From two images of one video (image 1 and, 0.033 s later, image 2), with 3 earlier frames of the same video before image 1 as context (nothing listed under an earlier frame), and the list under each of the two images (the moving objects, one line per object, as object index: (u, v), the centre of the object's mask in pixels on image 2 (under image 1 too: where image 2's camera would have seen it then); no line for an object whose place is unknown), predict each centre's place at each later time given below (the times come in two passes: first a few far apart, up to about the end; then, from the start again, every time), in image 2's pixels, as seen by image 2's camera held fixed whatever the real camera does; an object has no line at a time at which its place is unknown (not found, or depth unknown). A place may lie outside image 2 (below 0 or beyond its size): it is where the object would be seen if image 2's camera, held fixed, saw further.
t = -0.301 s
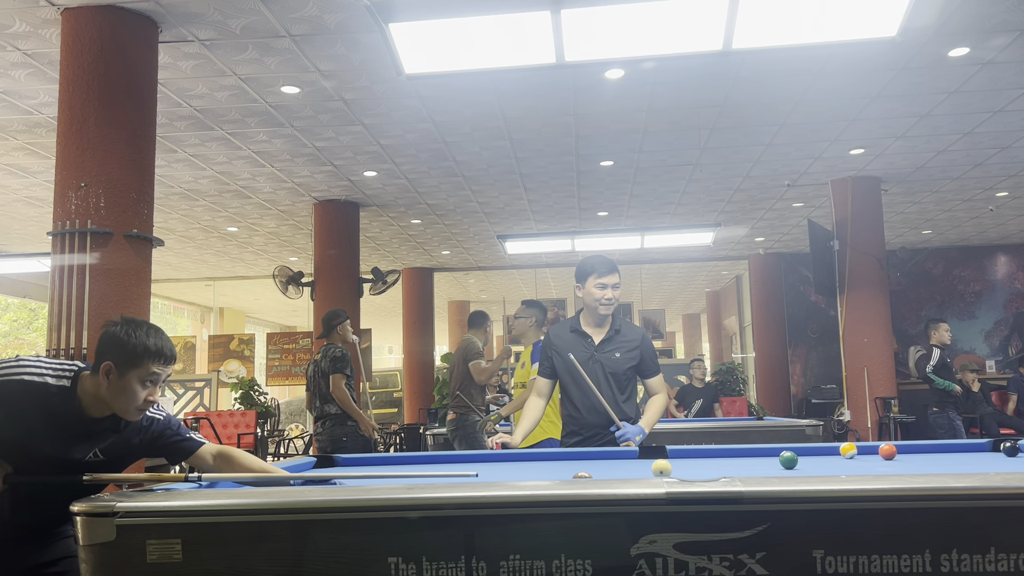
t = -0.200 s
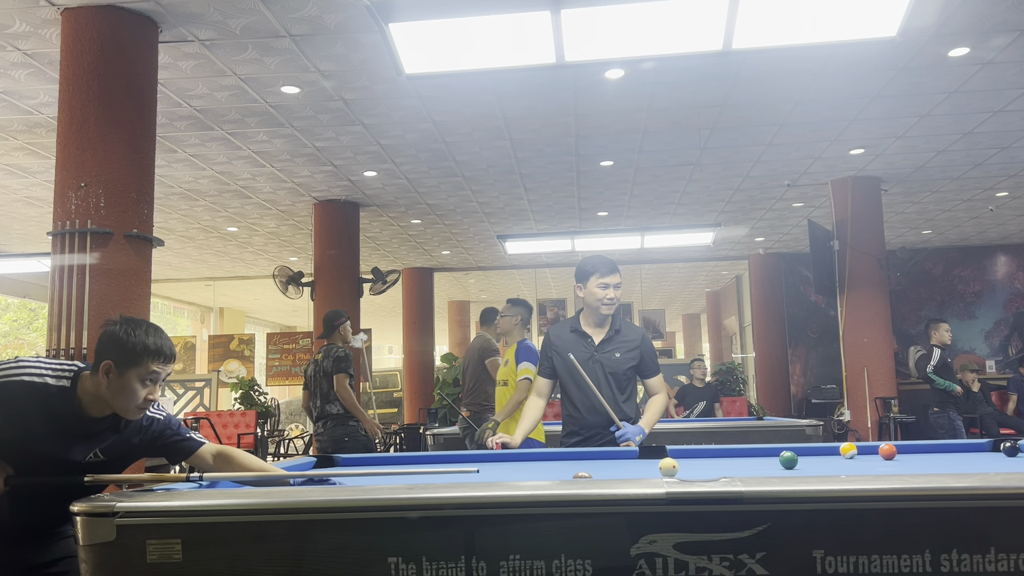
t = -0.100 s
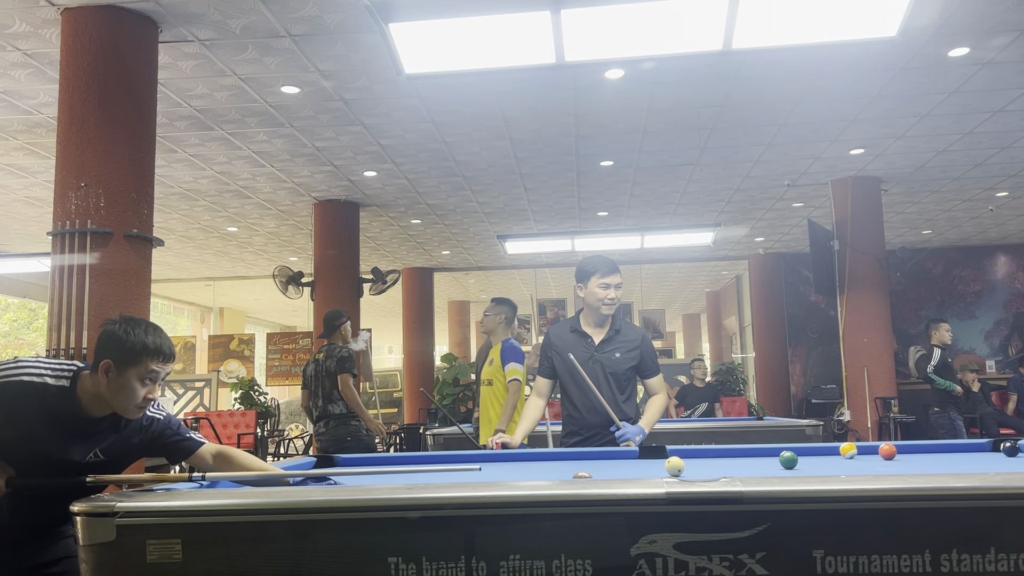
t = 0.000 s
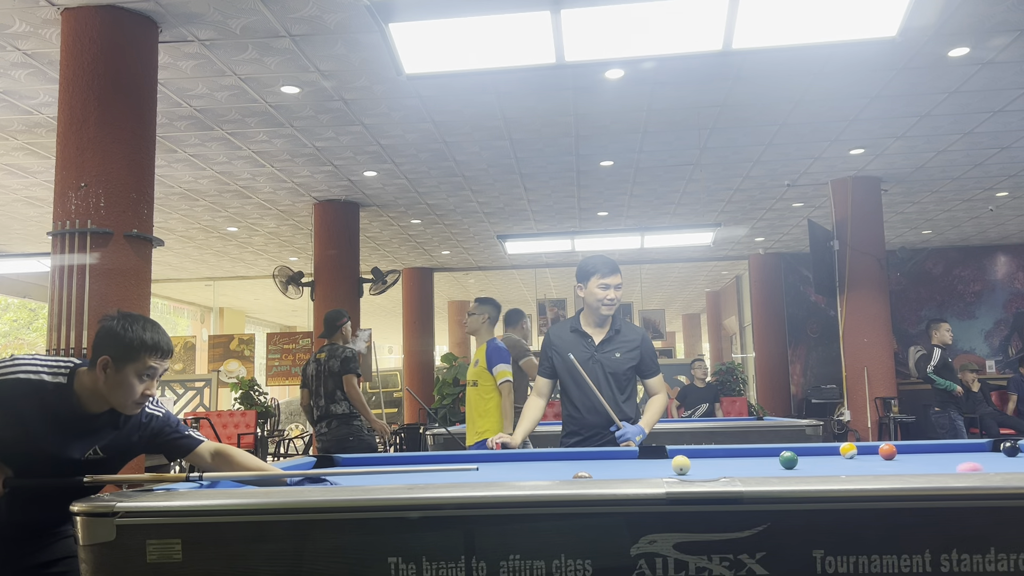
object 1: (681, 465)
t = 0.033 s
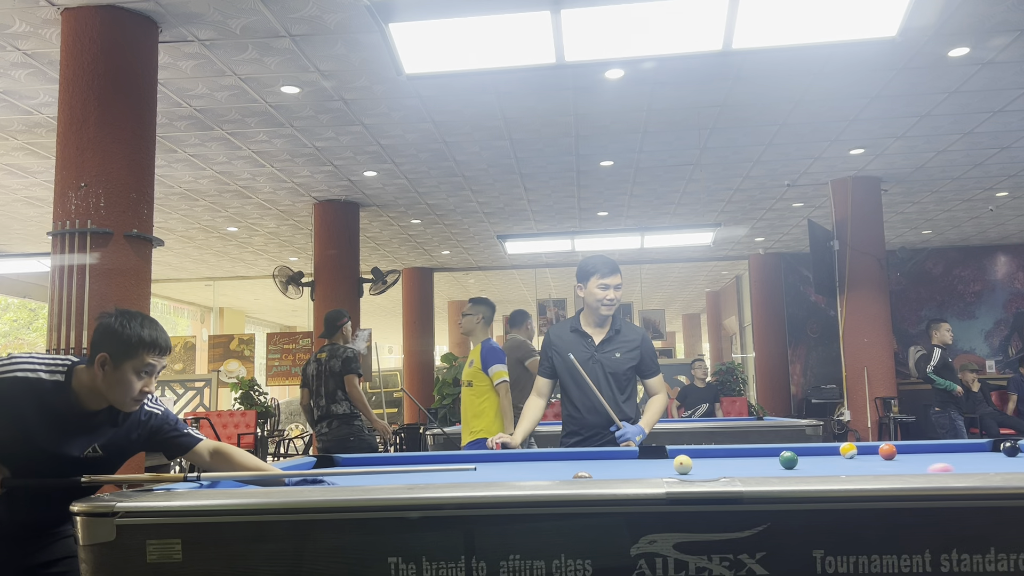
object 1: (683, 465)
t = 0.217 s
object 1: (693, 462)
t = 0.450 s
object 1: (705, 459)
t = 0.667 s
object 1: (715, 457)
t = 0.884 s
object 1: (724, 455)
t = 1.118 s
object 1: (733, 454)
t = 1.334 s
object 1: (741, 452)
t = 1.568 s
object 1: (749, 450)
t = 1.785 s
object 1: (757, 450)
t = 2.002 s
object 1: (765, 451)
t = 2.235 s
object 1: (773, 451)
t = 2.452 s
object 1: (779, 450)
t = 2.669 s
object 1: (787, 449)
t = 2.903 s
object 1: (796, 451)
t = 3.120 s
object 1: (801, 453)
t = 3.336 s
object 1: (805, 454)
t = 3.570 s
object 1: (809, 454)
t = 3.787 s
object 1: (812, 454)
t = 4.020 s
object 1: (814, 454)
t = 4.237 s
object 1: (816, 454)
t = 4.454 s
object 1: (816, 455)
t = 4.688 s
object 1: (816, 455)
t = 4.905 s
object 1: (816, 455)
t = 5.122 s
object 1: (816, 455)
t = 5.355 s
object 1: (816, 455)
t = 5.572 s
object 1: (816, 455)
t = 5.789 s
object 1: (816, 455)
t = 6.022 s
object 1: (816, 455)
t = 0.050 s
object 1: (684, 464)
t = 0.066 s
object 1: (685, 464)
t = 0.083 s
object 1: (686, 464)
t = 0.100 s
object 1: (687, 464)
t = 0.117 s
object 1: (688, 463)
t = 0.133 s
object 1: (689, 463)
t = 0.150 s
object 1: (689, 463)
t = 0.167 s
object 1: (690, 463)
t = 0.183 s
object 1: (691, 463)
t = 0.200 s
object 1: (692, 462)
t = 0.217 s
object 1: (693, 462)
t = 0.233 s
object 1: (694, 462)
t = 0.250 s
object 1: (695, 462)
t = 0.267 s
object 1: (696, 462)
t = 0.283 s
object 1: (697, 461)
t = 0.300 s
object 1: (698, 461)
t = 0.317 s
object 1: (698, 460)
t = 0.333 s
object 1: (699, 461)
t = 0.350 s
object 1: (700, 460)
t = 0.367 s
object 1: (701, 461)
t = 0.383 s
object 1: (702, 460)
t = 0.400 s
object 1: (703, 460)
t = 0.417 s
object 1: (704, 460)
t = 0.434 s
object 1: (704, 459)
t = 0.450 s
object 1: (705, 459)
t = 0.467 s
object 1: (706, 459)
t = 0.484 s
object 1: (707, 459)
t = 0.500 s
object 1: (708, 459)
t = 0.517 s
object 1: (708, 459)
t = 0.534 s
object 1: (709, 458)
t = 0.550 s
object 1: (710, 458)
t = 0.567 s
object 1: (711, 458)
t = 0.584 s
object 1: (712, 458)
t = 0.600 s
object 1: (712, 458)
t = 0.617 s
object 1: (713, 458)
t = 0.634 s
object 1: (714, 457)
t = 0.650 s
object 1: (715, 457)
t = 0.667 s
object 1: (715, 457)
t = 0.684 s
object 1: (716, 457)
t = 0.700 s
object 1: (717, 457)
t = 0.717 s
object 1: (717, 457)
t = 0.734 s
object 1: (718, 457)
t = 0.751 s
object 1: (719, 457)
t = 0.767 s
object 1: (719, 456)
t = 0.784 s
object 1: (720, 456)
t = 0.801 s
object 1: (721, 456)
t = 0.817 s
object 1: (722, 456)
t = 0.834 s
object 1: (722, 456)
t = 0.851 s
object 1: (723, 456)
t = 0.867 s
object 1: (724, 455)
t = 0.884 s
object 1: (724, 455)
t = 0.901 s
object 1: (725, 455)
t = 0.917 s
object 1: (726, 455)
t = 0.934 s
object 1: (726, 455)
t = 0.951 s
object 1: (727, 455)
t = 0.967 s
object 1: (728, 454)
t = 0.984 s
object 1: (728, 455)
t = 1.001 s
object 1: (729, 455)
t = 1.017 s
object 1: (730, 454)
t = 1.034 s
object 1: (730, 454)
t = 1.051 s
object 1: (731, 454)
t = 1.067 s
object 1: (731, 454)
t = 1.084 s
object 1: (732, 454)
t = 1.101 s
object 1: (733, 454)
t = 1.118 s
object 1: (733, 454)
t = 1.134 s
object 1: (734, 454)
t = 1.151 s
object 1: (735, 453)
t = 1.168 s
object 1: (735, 453)
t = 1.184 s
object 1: (736, 453)
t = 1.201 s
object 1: (736, 453)
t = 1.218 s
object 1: (737, 453)
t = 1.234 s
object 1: (738, 453)
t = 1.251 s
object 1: (738, 452)
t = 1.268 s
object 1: (739, 452)
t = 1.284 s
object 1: (739, 452)
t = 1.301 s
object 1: (740, 452)
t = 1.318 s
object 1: (740, 452)
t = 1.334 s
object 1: (741, 452)
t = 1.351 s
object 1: (742, 452)
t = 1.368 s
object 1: (742, 452)
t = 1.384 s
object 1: (743, 451)
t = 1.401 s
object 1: (743, 451)
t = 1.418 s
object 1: (744, 451)
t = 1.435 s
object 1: (744, 451)
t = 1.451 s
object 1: (745, 451)
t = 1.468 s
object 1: (745, 451)
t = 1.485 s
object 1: (746, 451)
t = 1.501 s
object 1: (747, 450)
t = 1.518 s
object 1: (747, 450)
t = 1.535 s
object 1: (748, 450)
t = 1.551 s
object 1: (748, 450)
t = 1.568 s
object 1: (749, 450)
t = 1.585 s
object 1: (749, 450)
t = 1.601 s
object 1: (750, 450)
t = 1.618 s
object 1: (750, 450)
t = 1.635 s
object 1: (751, 450)
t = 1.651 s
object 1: (752, 450)
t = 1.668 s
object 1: (752, 450)
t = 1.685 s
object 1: (753, 450)
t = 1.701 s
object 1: (754, 450)
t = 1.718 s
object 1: (754, 450)
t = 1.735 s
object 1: (755, 450)
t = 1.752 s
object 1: (756, 450)
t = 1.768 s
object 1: (756, 450)
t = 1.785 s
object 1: (757, 450)
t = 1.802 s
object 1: (758, 450)
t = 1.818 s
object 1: (758, 451)
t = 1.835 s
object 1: (759, 450)
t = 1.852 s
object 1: (760, 451)
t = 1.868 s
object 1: (760, 451)
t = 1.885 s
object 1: (761, 451)
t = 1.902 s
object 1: (761, 451)
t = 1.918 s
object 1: (762, 451)
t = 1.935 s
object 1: (763, 451)
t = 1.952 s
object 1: (763, 451)
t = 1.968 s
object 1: (764, 451)
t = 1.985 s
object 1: (765, 451)
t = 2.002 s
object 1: (765, 451)
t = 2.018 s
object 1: (766, 451)
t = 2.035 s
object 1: (766, 451)
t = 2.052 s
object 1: (767, 451)
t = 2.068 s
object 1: (768, 451)
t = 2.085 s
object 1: (768, 451)
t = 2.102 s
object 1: (769, 451)
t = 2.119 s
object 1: (770, 451)
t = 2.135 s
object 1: (770, 451)
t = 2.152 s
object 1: (770, 451)
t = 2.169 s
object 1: (771, 451)
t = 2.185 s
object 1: (772, 451)
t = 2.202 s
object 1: (772, 451)
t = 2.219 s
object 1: (773, 451)
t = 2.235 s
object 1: (773, 451)
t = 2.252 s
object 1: (774, 452)
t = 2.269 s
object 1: (774, 451)
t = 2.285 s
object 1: (775, 451)
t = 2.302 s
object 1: (775, 451)
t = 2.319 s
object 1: (776, 451)
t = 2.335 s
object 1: (776, 451)
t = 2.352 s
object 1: (776, 451)
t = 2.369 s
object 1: (777, 451)
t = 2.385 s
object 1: (777, 451)
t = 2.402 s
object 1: (778, 451)
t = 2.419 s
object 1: (778, 451)
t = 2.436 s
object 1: (779, 451)
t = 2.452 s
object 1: (779, 450)
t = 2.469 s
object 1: (780, 450)
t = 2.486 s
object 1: (780, 450)
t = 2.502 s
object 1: (781, 450)
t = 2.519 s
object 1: (781, 450)
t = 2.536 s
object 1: (782, 450)
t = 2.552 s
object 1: (782, 450)
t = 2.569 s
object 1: (783, 450)
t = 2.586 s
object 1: (783, 449)
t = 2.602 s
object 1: (784, 449)
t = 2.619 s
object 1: (784, 449)
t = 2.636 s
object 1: (785, 449)
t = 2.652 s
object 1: (786, 449)
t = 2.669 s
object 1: (787, 449)
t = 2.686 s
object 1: (787, 449)
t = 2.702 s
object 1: (788, 449)
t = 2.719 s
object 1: (789, 449)
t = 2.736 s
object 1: (789, 449)
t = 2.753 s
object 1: (790, 449)
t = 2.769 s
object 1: (791, 449)
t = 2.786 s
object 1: (791, 449)
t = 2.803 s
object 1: (792, 450)
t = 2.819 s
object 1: (793, 450)
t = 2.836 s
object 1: (793, 450)
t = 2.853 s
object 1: (794, 450)
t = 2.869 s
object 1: (795, 450)
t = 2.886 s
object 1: (795, 451)
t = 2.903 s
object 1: (796, 451)
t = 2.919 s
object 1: (796, 451)
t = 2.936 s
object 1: (797, 451)
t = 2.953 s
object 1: (797, 451)
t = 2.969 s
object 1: (798, 451)
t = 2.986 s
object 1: (798, 452)
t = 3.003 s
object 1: (799, 452)
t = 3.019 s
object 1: (799, 452)
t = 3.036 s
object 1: (799, 452)
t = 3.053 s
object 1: (800, 452)
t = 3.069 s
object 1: (800, 452)
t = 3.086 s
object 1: (800, 453)
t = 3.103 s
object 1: (801, 453)
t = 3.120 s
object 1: (801, 453)
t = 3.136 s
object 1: (801, 453)
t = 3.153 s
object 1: (801, 453)
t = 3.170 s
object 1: (802, 453)
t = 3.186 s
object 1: (802, 453)
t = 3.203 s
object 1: (802, 453)
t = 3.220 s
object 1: (803, 453)
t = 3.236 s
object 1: (803, 453)
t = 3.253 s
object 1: (803, 454)
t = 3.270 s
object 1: (804, 454)
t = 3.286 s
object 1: (804, 454)
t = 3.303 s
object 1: (804, 454)
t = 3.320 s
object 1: (804, 454)
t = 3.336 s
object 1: (805, 454)
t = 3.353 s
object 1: (805, 454)
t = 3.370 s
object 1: (805, 454)
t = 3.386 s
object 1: (806, 454)
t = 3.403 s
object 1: (806, 454)
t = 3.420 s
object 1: (806, 454)
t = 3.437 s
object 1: (807, 454)
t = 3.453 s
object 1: (807, 454)
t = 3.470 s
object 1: (807, 454)
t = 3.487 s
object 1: (808, 454)
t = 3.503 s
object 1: (808, 454)
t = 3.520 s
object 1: (808, 454)
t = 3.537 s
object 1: (808, 454)
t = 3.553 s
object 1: (808, 454)
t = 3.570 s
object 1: (809, 454)
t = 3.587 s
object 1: (809, 454)
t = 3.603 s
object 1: (809, 454)
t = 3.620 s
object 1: (810, 454)
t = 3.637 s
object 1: (810, 454)
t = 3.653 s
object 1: (810, 454)
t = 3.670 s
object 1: (810, 454)
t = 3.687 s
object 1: (811, 454)
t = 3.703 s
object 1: (811, 454)
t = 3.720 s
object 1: (811, 454)
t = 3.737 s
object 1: (811, 454)
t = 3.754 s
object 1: (811, 454)
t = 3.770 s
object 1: (812, 454)
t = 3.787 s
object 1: (812, 454)
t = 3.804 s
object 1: (812, 454)
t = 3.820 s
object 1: (812, 454)
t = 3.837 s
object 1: (812, 454)
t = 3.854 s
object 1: (813, 454)
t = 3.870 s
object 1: (813, 454)
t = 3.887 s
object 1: (813, 454)
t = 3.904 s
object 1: (813, 454)
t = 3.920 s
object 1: (813, 454)
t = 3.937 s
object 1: (814, 454)
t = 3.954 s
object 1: (814, 454)
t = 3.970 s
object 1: (814, 454)
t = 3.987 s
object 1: (814, 454)
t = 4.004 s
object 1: (814, 454)
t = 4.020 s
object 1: (814, 454)
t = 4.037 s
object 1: (815, 454)
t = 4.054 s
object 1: (815, 454)
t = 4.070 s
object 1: (815, 454)
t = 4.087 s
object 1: (815, 454)
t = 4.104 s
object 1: (815, 454)
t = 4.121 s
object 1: (815, 454)
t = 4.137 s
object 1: (815, 454)
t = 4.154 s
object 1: (815, 454)
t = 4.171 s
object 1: (815, 454)
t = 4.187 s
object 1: (815, 454)
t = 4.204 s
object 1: (816, 454)
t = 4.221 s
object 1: (816, 454)
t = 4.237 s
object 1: (816, 454)
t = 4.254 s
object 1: (816, 455)
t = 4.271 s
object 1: (816, 455)
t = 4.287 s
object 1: (816, 455)
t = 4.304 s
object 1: (816, 455)
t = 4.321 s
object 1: (816, 455)
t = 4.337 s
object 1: (816, 455)
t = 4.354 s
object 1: (816, 455)
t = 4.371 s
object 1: (816, 455)
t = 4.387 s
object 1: (816, 455)
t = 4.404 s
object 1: (816, 455)
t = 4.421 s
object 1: (816, 455)
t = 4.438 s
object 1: (816, 455)
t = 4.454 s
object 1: (816, 455)
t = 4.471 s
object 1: (816, 455)
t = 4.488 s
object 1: (816, 455)
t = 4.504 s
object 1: (816, 455)
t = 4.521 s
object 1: (816, 455)
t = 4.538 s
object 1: (816, 455)
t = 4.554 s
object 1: (816, 455)
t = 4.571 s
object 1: (816, 455)
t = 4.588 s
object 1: (816, 455)
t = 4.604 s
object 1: (816, 455)
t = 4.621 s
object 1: (816, 455)
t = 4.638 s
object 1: (816, 455)
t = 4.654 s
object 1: (816, 455)
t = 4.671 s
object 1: (816, 455)
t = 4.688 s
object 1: (816, 455)
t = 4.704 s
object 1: (816, 455)
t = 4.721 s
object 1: (816, 455)
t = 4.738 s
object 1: (816, 455)
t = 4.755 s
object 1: (816, 455)
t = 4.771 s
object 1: (816, 455)
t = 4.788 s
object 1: (816, 455)
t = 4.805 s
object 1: (816, 455)
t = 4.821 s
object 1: (816, 455)
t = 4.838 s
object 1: (816, 455)
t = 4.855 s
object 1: (816, 455)
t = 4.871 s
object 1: (816, 455)
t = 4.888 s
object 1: (816, 455)
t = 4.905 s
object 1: (816, 455)
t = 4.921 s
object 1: (816, 455)
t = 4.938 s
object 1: (816, 455)
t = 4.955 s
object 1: (816, 455)
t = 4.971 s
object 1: (816, 455)
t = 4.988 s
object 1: (816, 455)
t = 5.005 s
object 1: (816, 455)
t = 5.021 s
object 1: (816, 455)
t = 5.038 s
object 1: (816, 455)
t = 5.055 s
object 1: (816, 455)
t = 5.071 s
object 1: (816, 455)
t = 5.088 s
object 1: (816, 455)
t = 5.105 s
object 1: (816, 455)
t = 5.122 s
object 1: (816, 455)
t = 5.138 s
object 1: (816, 455)
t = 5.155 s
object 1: (816, 455)
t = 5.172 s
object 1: (816, 455)
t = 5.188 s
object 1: (816, 455)
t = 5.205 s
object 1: (816, 455)
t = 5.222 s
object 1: (816, 455)
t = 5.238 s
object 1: (816, 455)
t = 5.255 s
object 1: (816, 455)
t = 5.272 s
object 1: (816, 455)
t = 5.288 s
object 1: (816, 455)
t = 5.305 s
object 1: (816, 455)
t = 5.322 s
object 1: (816, 455)
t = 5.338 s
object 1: (816, 455)
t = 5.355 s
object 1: (816, 455)
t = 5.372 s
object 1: (816, 455)
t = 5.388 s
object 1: (816, 455)
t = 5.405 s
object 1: (816, 455)
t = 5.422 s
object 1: (816, 455)
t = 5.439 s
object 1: (816, 455)
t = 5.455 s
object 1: (816, 455)
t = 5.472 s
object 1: (816, 455)
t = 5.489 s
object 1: (816, 455)
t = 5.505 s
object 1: (816, 455)
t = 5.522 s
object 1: (816, 455)
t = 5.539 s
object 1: (816, 455)
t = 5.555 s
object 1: (816, 455)
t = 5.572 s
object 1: (816, 455)
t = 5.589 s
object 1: (816, 455)
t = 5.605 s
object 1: (816, 455)
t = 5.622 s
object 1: (816, 455)
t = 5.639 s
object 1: (816, 455)
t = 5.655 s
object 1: (816, 455)
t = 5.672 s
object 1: (816, 455)
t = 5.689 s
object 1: (816, 455)
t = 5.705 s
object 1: (816, 455)
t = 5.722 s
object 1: (816, 455)
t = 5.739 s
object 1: (816, 455)
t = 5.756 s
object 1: (816, 455)
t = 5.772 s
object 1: (816, 455)
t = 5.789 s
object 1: (816, 455)
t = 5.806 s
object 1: (816, 455)
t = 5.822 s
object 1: (816, 455)
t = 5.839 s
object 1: (816, 455)
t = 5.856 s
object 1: (816, 455)
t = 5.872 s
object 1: (816, 455)
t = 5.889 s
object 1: (816, 455)
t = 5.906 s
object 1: (816, 455)
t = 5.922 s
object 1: (816, 455)
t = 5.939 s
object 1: (816, 455)
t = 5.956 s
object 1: (816, 455)
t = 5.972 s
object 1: (816, 455)
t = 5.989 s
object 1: (816, 455)
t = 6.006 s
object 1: (816, 455)
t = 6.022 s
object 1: (816, 455)
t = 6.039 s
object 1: (816, 455)
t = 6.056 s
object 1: (816, 455)
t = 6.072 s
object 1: (816, 455)
